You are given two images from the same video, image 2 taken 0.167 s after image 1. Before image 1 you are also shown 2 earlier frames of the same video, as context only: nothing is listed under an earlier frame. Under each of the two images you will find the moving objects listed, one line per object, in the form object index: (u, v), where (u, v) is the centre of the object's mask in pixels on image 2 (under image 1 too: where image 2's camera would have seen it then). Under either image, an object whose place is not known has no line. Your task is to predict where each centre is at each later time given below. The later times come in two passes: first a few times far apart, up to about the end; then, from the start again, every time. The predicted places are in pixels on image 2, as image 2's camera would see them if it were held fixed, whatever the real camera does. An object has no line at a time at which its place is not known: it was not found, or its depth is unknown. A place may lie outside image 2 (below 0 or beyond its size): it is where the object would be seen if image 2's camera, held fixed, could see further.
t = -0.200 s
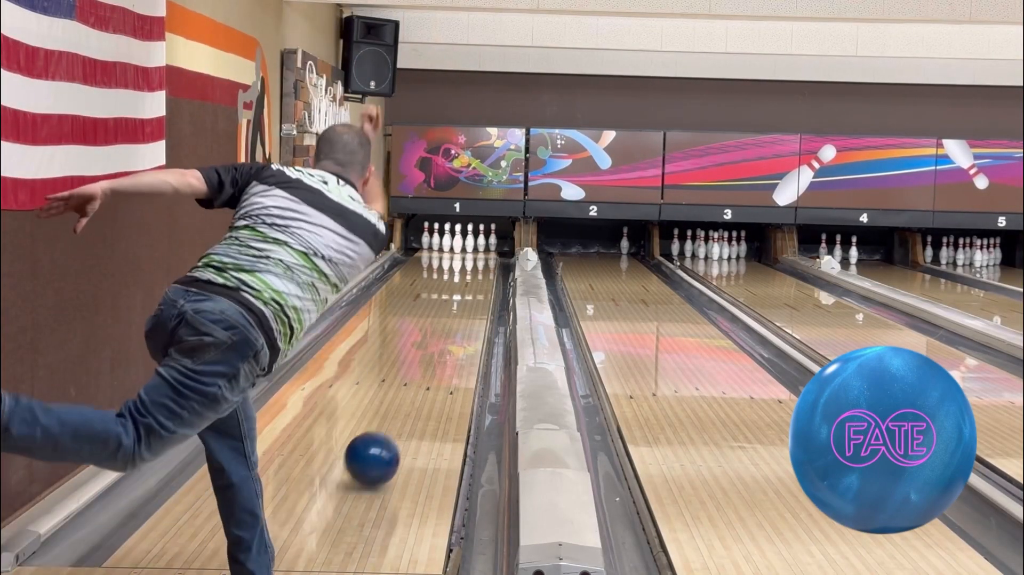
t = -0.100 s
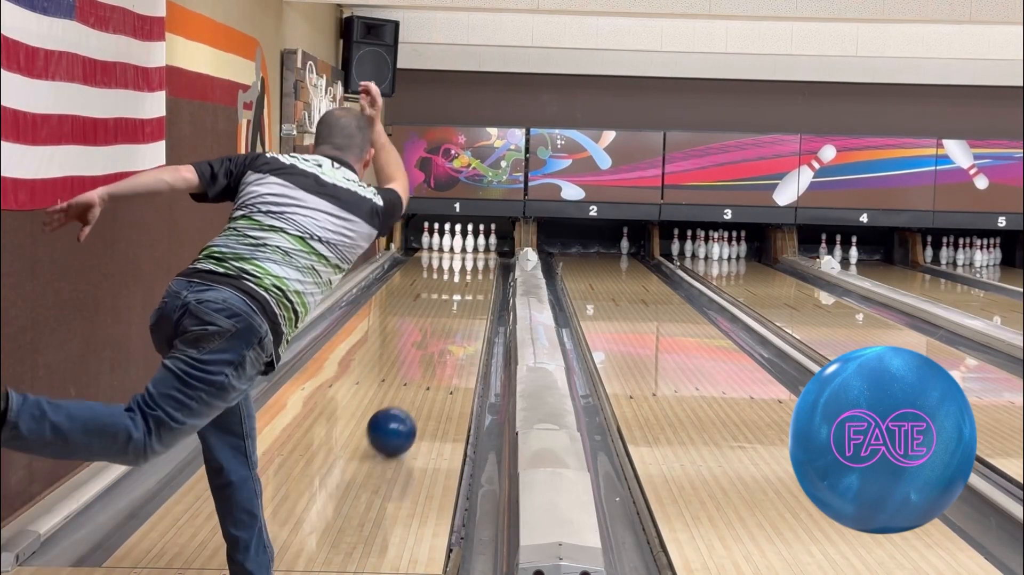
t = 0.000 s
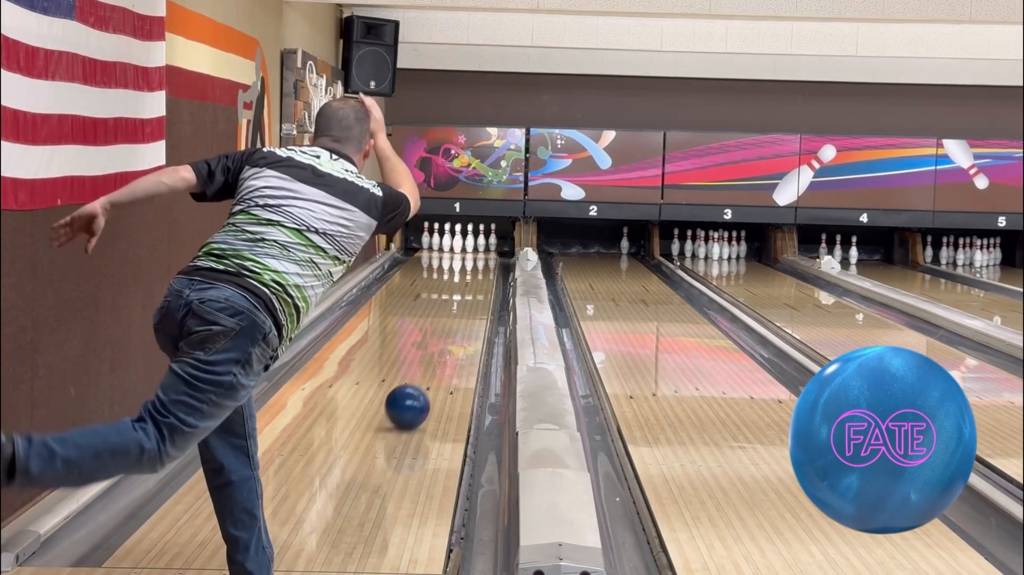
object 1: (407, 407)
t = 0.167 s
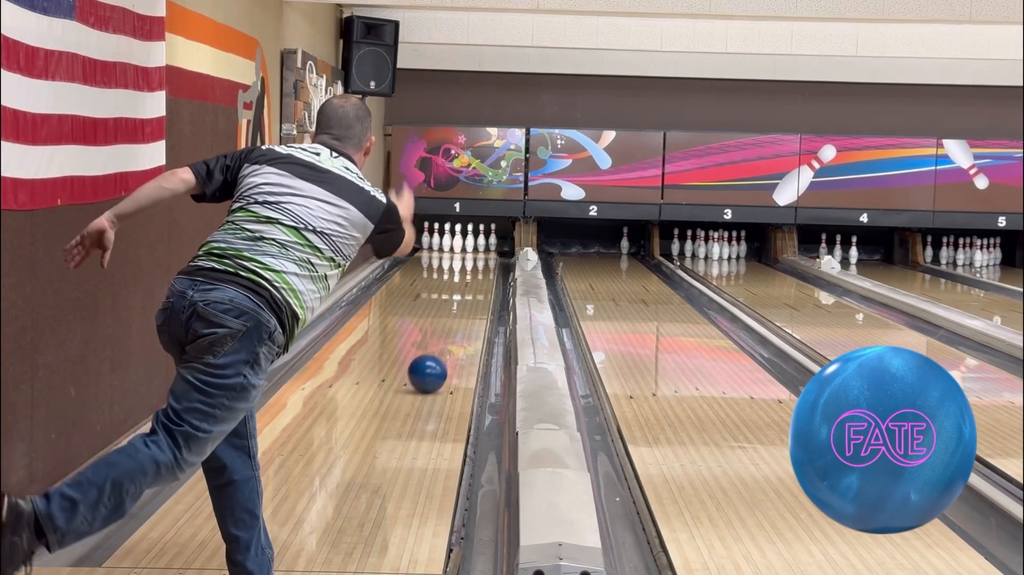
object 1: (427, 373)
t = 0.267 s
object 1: (436, 358)
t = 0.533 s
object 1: (455, 326)
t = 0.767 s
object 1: (465, 305)
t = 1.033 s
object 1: (472, 287)
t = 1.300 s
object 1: (475, 273)
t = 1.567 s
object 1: (474, 263)
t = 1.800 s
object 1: (470, 255)
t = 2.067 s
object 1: (464, 247)
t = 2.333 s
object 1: (463, 243)
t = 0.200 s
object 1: (430, 368)
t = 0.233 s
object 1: (434, 363)
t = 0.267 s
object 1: (436, 358)
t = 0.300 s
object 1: (439, 353)
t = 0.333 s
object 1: (442, 349)
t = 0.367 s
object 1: (444, 345)
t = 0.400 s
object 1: (447, 341)
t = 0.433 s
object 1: (449, 337)
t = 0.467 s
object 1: (451, 333)
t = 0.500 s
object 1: (453, 329)
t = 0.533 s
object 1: (455, 326)
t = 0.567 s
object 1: (456, 322)
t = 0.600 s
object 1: (458, 319)
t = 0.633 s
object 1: (460, 316)
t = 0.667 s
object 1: (461, 313)
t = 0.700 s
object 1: (462, 310)
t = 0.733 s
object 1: (464, 308)
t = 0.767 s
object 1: (465, 305)
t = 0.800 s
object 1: (466, 303)
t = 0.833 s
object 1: (467, 300)
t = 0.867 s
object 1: (468, 298)
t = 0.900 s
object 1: (469, 296)
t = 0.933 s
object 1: (470, 294)
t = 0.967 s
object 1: (471, 291)
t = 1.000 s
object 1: (471, 289)
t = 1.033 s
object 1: (472, 287)
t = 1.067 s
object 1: (473, 285)
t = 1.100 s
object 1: (473, 284)
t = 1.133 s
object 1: (473, 282)
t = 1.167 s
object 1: (474, 280)
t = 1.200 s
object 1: (474, 278)
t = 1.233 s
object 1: (474, 276)
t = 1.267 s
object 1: (475, 275)
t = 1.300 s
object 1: (475, 273)
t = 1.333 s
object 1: (475, 272)
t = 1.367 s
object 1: (475, 270)
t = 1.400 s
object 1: (475, 269)
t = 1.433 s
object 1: (475, 268)
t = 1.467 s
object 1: (474, 266)
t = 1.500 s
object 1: (474, 265)
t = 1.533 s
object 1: (474, 264)
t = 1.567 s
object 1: (474, 263)
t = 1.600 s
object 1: (473, 261)
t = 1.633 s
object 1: (473, 260)
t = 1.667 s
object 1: (472, 259)
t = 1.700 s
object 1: (472, 258)
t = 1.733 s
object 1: (471, 257)
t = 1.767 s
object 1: (471, 256)
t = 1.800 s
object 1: (470, 255)
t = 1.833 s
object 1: (470, 254)
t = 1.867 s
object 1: (469, 253)
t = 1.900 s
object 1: (468, 252)
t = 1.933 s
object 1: (467, 251)
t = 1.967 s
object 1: (467, 250)
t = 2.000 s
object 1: (466, 249)
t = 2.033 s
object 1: (465, 248)
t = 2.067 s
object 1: (464, 247)
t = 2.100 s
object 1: (463, 247)
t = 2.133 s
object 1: (462, 246)
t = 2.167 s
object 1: (463, 245)
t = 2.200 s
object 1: (463, 245)
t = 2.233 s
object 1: (463, 244)
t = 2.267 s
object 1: (463, 244)
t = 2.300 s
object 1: (463, 244)
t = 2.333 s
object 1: (463, 243)
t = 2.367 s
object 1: (463, 243)
